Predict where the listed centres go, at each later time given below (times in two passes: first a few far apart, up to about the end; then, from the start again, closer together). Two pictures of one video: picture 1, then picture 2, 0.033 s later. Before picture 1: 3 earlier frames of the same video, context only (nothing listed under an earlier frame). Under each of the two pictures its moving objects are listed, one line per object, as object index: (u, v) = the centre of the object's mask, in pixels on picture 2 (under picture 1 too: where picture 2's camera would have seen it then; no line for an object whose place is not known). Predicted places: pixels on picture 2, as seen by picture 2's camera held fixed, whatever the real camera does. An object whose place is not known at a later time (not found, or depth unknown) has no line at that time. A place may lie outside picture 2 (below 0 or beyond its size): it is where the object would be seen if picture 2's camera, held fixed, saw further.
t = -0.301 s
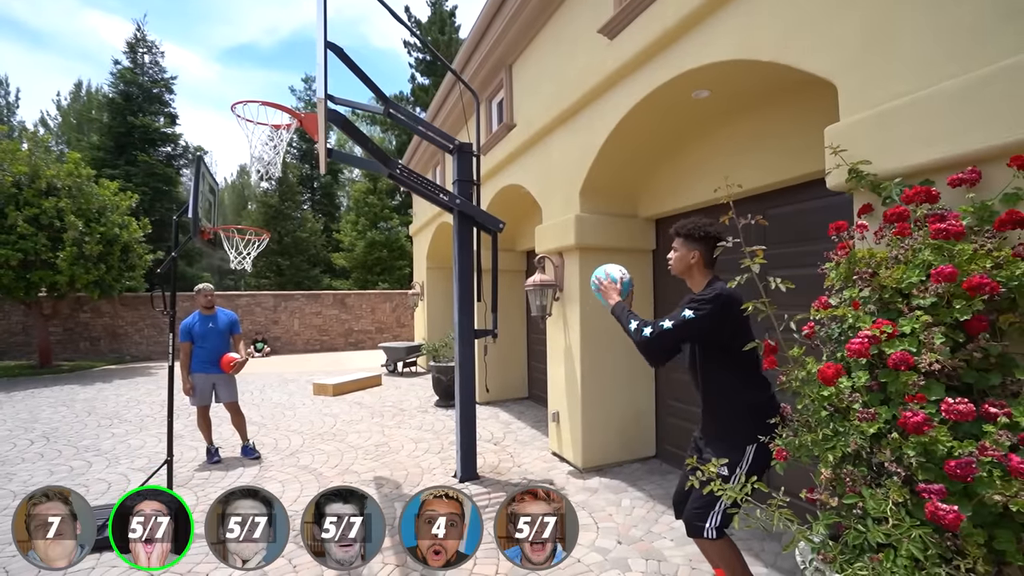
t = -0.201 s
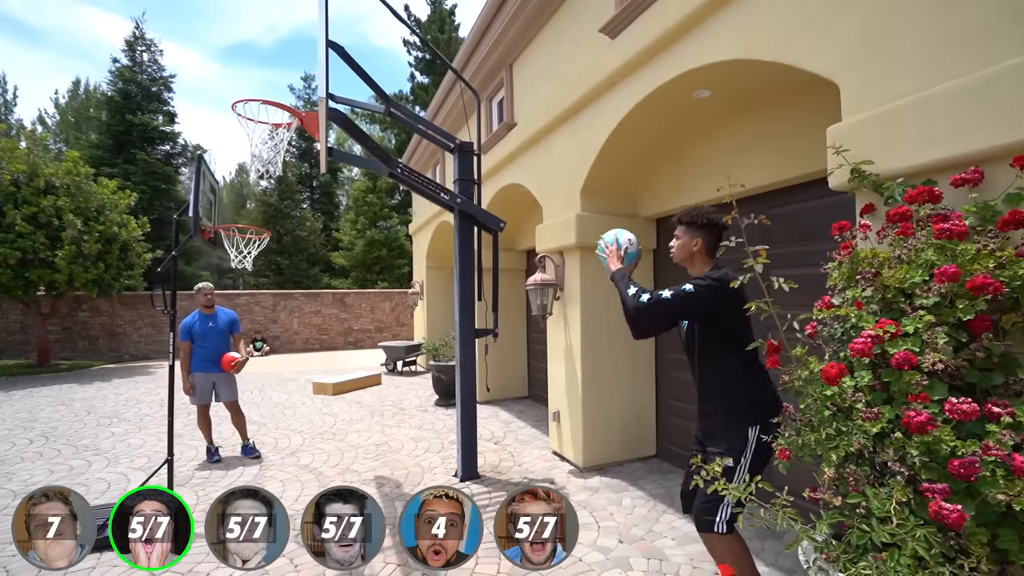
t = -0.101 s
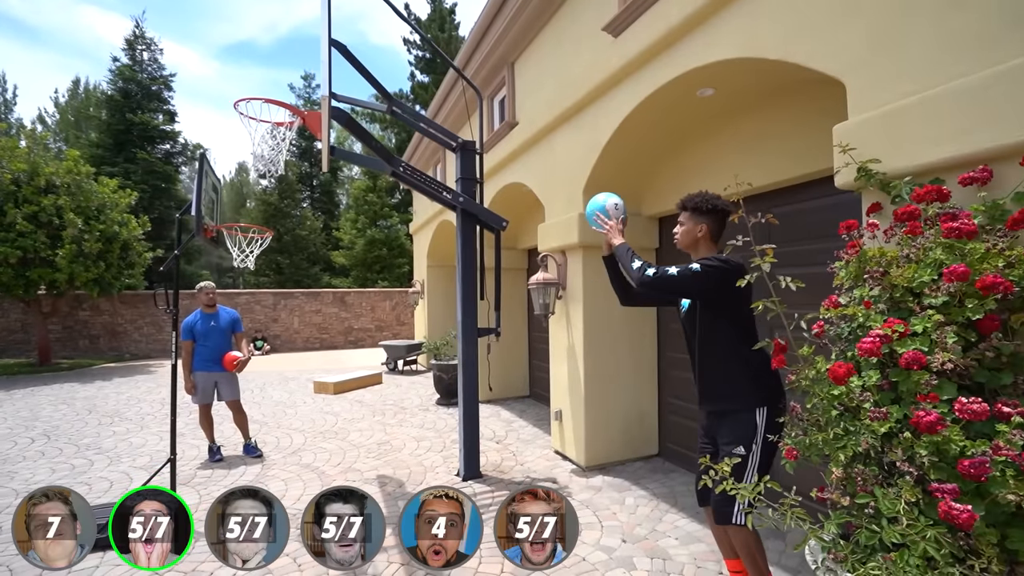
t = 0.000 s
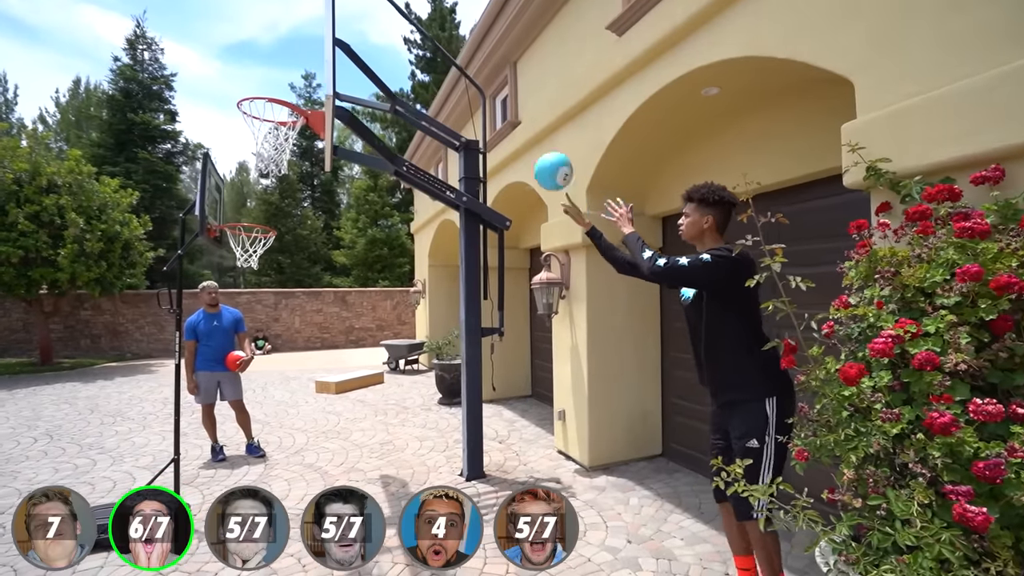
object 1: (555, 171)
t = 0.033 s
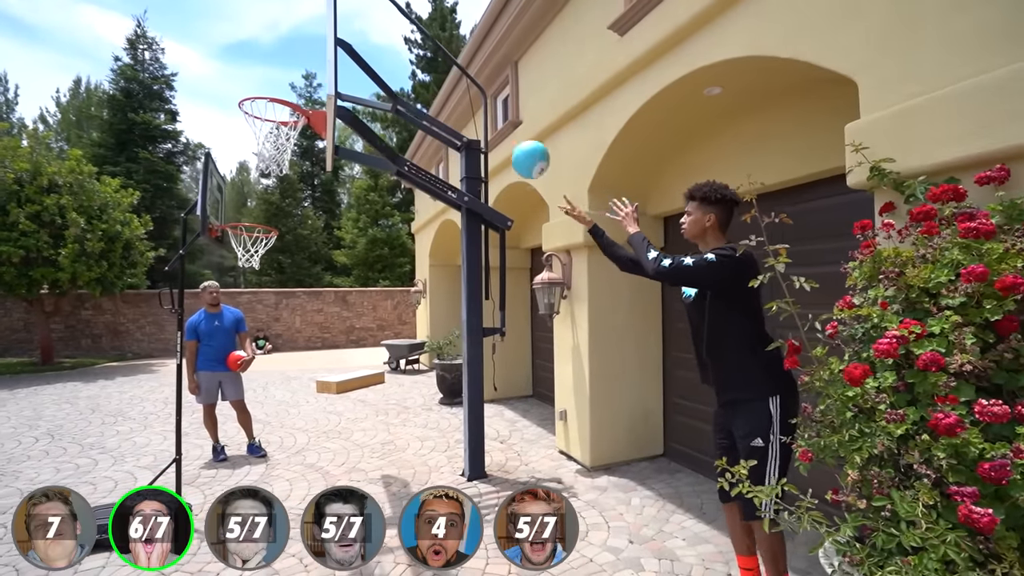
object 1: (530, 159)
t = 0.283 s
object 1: (376, 139)
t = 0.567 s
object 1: (257, 213)
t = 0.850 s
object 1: (271, 233)
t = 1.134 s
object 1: (284, 319)
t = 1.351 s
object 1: (290, 416)
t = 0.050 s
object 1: (518, 154)
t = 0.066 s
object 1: (507, 150)
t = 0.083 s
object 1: (495, 145)
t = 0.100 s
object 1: (485, 142)
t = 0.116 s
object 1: (473, 140)
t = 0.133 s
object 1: (463, 138)
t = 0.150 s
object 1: (453, 136)
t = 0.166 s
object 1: (443, 135)
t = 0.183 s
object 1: (433, 134)
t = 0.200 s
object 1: (423, 133)
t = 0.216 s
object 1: (413, 133)
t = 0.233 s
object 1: (404, 134)
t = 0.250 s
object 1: (394, 135)
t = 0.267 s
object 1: (385, 137)
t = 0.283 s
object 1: (376, 139)
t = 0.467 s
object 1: (293, 181)
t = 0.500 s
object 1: (283, 192)
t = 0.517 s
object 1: (276, 199)
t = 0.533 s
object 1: (269, 205)
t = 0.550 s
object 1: (262, 210)
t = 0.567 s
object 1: (257, 213)
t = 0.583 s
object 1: (252, 217)
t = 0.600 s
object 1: (252, 217)
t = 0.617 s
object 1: (253, 217)
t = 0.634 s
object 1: (254, 217)
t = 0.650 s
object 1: (256, 216)
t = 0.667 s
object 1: (257, 216)
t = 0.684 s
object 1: (259, 215)
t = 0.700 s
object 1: (261, 215)
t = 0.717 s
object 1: (262, 217)
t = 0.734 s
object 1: (264, 218)
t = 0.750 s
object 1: (266, 219)
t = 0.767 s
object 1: (266, 220)
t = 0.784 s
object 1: (267, 222)
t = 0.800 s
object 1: (269, 224)
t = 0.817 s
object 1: (270, 227)
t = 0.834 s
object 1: (270, 230)
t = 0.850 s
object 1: (271, 233)
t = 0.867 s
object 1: (272, 235)
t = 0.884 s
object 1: (272, 237)
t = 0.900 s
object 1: (277, 243)
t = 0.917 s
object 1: (278, 247)
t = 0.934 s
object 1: (278, 251)
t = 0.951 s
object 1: (280, 256)
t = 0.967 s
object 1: (278, 261)
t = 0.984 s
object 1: (278, 266)
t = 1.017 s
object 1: (280, 277)
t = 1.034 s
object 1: (281, 282)
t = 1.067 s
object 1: (282, 294)
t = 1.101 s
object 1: (282, 306)
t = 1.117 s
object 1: (283, 312)
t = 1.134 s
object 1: (284, 319)
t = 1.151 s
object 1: (285, 326)
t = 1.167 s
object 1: (287, 332)
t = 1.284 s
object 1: (288, 384)
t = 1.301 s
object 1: (289, 392)
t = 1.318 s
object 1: (290, 401)
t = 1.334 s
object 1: (290, 408)
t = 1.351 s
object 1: (290, 416)
